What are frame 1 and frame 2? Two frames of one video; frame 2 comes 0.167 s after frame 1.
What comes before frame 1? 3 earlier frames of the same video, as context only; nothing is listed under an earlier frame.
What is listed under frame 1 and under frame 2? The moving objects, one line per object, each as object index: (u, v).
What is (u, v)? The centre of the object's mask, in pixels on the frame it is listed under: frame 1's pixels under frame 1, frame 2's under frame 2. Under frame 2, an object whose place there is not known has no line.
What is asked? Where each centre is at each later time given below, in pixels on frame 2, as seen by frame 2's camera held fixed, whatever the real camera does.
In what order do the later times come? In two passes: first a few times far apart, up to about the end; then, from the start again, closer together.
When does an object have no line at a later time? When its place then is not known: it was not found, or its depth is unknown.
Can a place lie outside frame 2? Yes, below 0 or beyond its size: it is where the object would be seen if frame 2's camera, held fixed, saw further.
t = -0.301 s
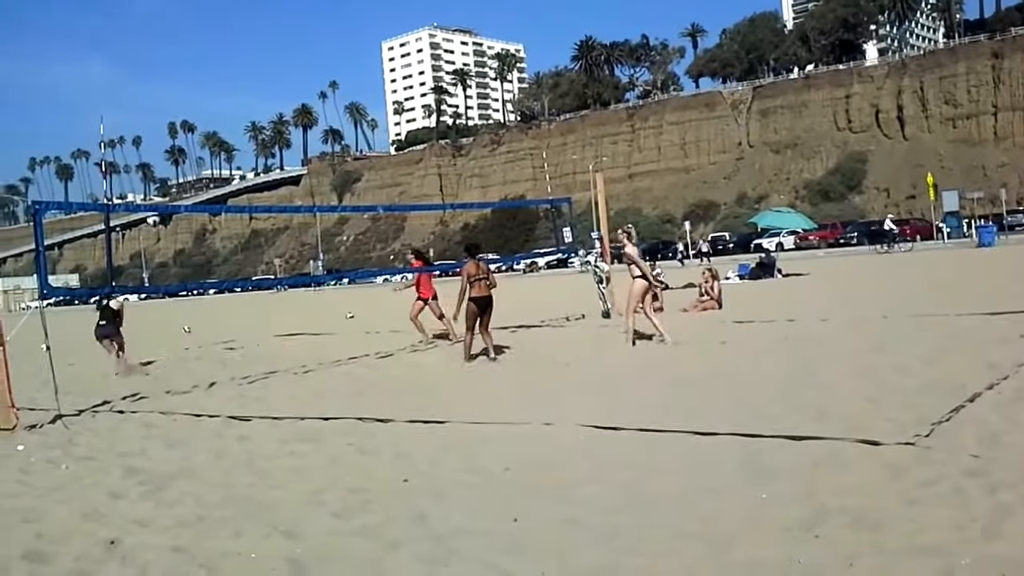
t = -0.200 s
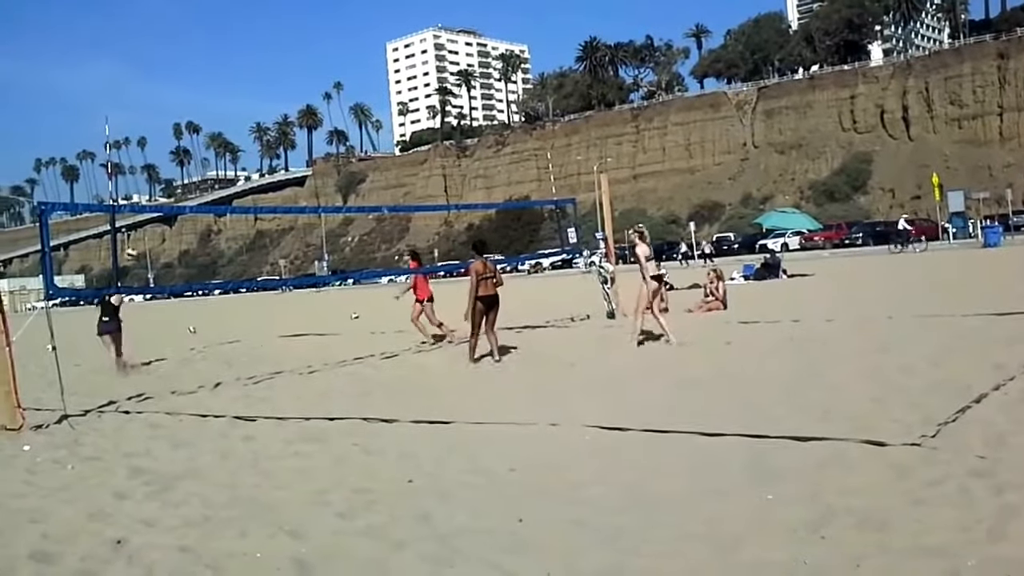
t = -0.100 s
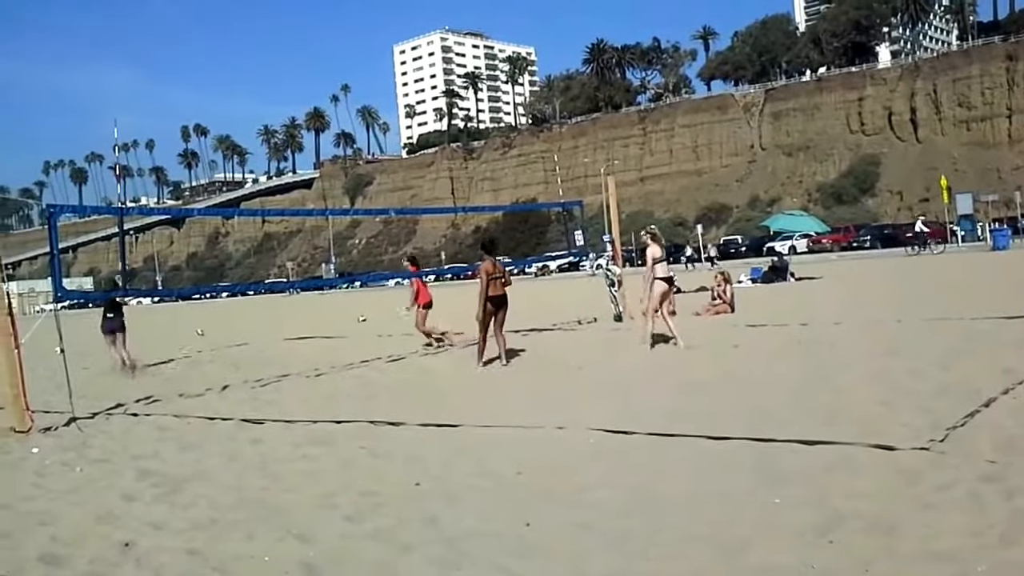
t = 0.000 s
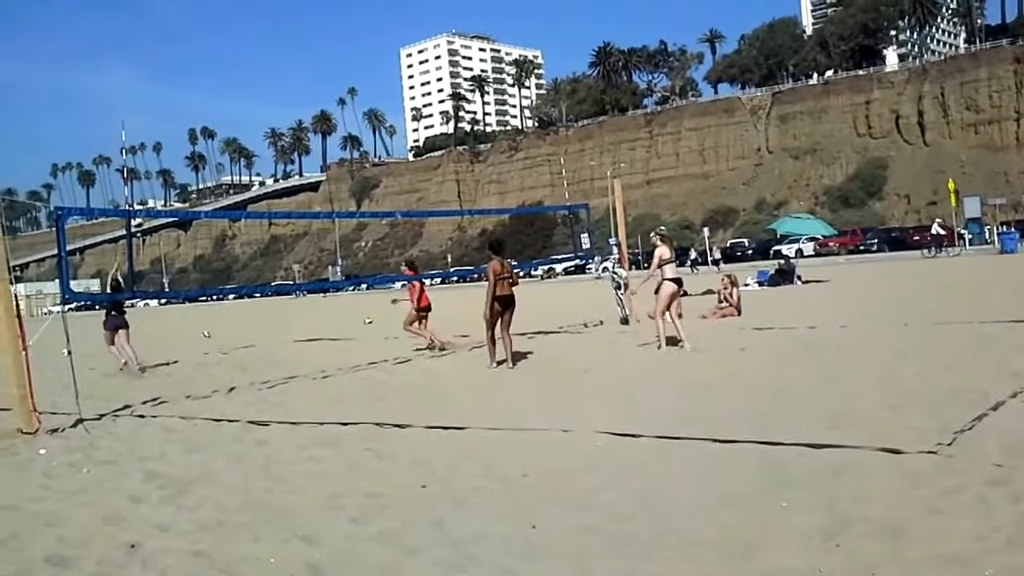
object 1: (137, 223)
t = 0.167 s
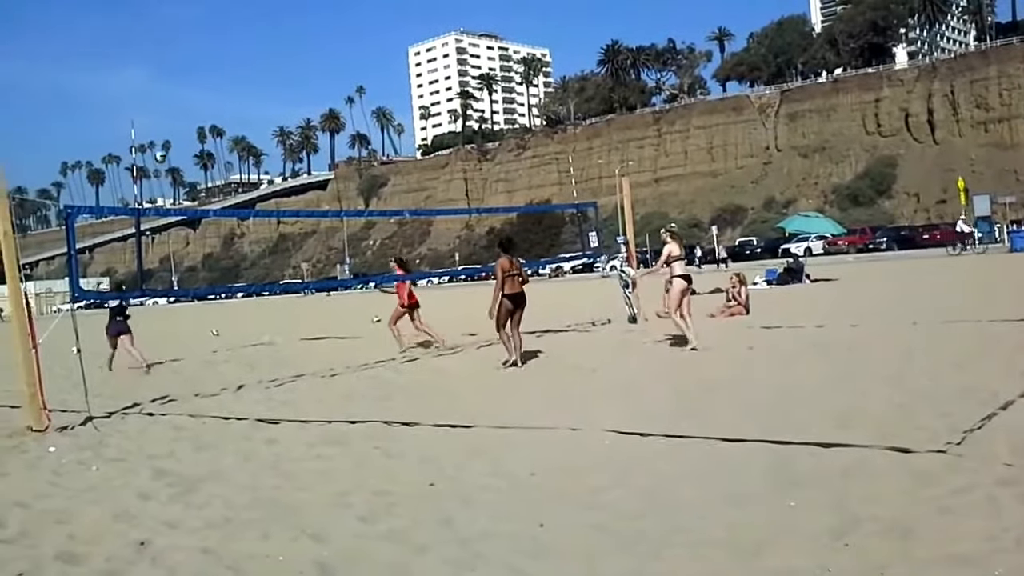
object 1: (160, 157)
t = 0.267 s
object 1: (168, 127)
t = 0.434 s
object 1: (184, 89)
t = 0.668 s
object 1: (208, 63)
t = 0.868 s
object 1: (234, 65)
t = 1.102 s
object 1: (264, 101)
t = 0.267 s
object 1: (168, 127)
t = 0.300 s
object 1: (170, 118)
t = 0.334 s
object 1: (173, 110)
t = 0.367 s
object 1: (177, 103)
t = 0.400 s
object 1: (180, 96)
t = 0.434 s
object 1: (184, 89)
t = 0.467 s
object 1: (187, 83)
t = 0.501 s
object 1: (190, 79)
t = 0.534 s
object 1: (193, 74)
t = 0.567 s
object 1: (197, 70)
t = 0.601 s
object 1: (200, 67)
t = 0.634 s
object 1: (203, 65)
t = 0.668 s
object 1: (208, 63)
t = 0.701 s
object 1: (211, 61)
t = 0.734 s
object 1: (216, 61)
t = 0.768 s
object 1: (222, 61)
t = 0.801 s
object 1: (226, 61)
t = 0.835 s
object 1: (230, 63)
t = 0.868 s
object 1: (234, 65)
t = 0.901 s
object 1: (238, 70)
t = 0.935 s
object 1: (242, 73)
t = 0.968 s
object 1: (246, 78)
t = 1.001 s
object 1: (251, 82)
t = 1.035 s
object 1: (255, 88)
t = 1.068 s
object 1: (260, 94)
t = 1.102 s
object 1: (264, 101)
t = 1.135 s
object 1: (268, 108)
